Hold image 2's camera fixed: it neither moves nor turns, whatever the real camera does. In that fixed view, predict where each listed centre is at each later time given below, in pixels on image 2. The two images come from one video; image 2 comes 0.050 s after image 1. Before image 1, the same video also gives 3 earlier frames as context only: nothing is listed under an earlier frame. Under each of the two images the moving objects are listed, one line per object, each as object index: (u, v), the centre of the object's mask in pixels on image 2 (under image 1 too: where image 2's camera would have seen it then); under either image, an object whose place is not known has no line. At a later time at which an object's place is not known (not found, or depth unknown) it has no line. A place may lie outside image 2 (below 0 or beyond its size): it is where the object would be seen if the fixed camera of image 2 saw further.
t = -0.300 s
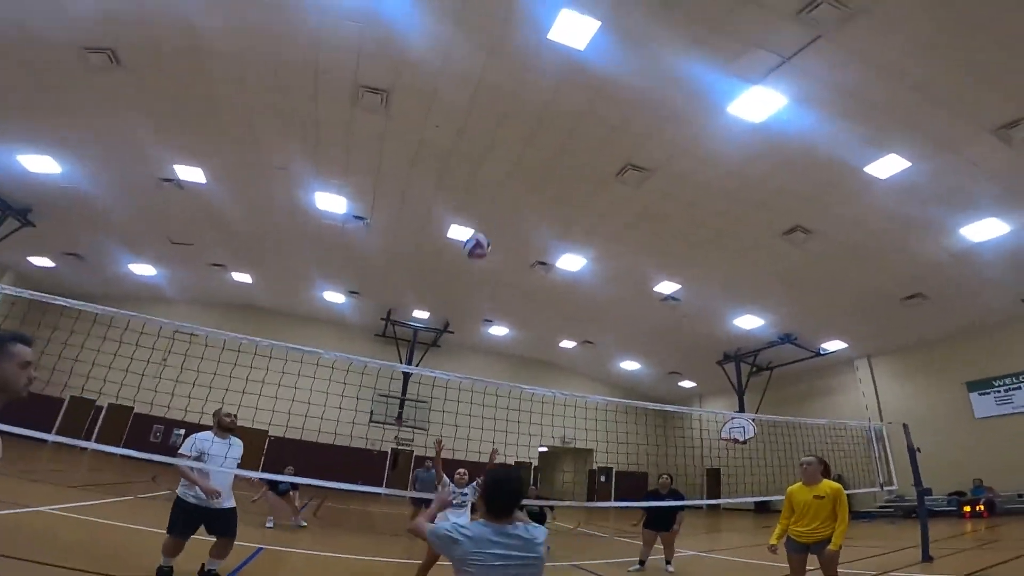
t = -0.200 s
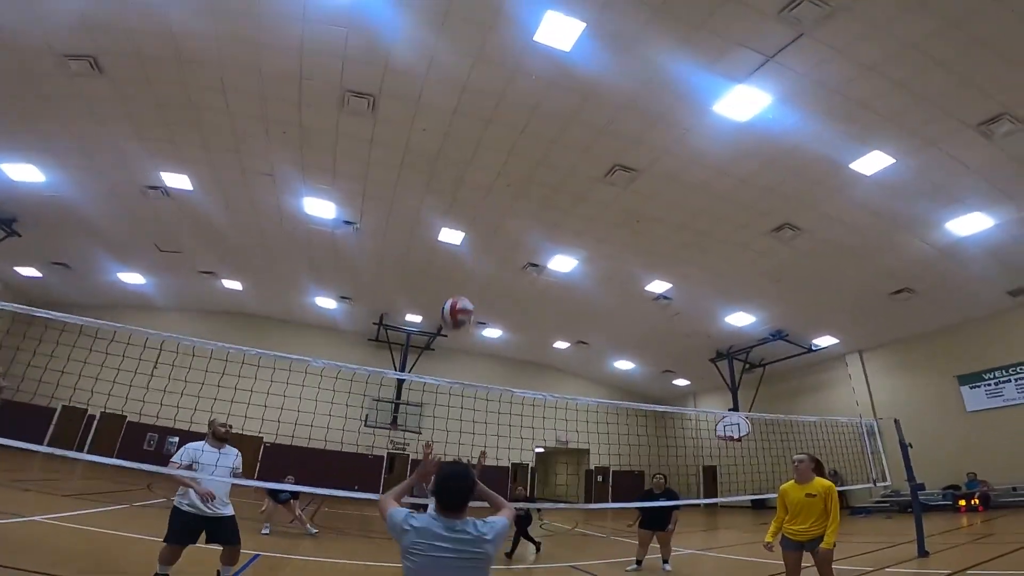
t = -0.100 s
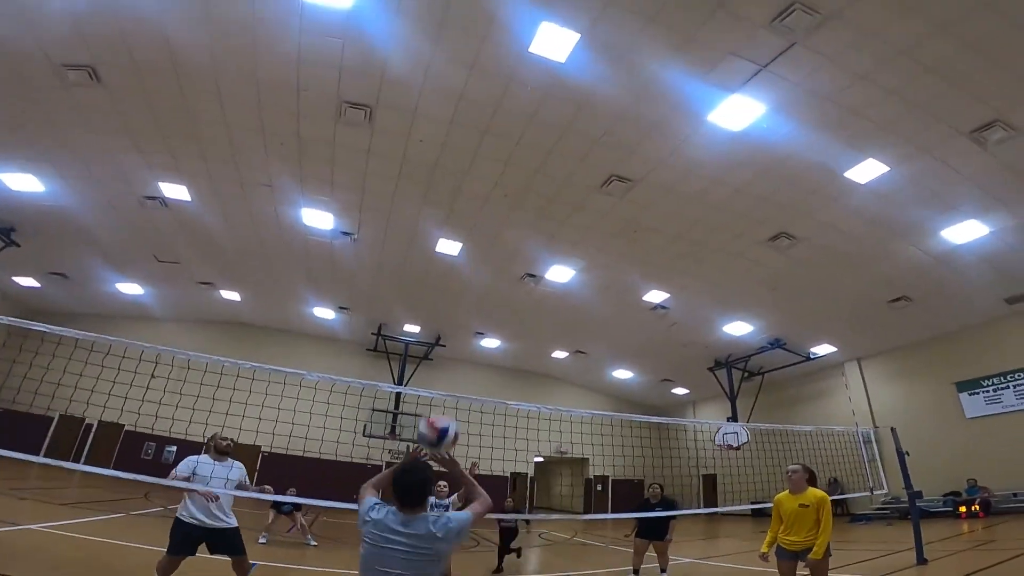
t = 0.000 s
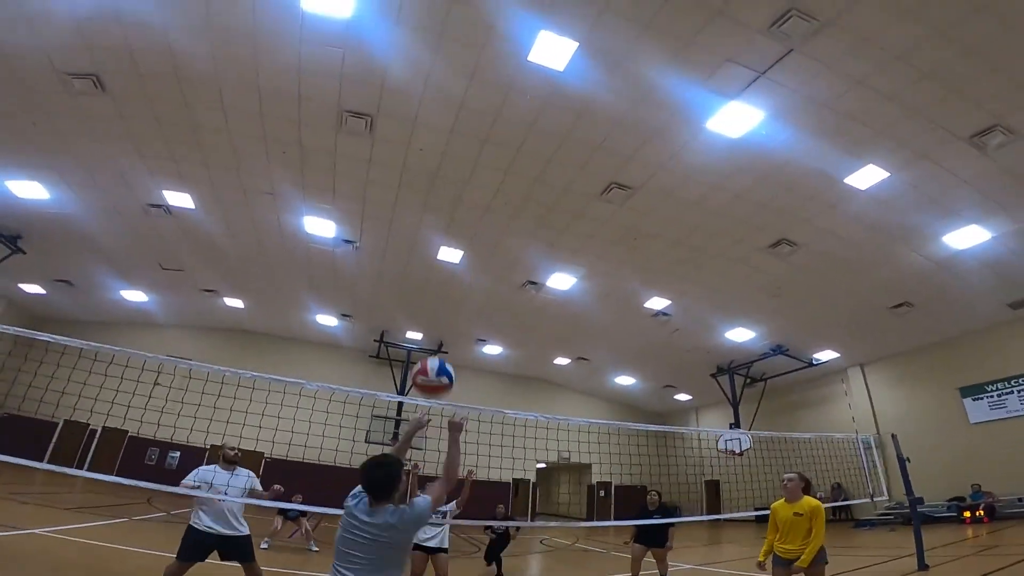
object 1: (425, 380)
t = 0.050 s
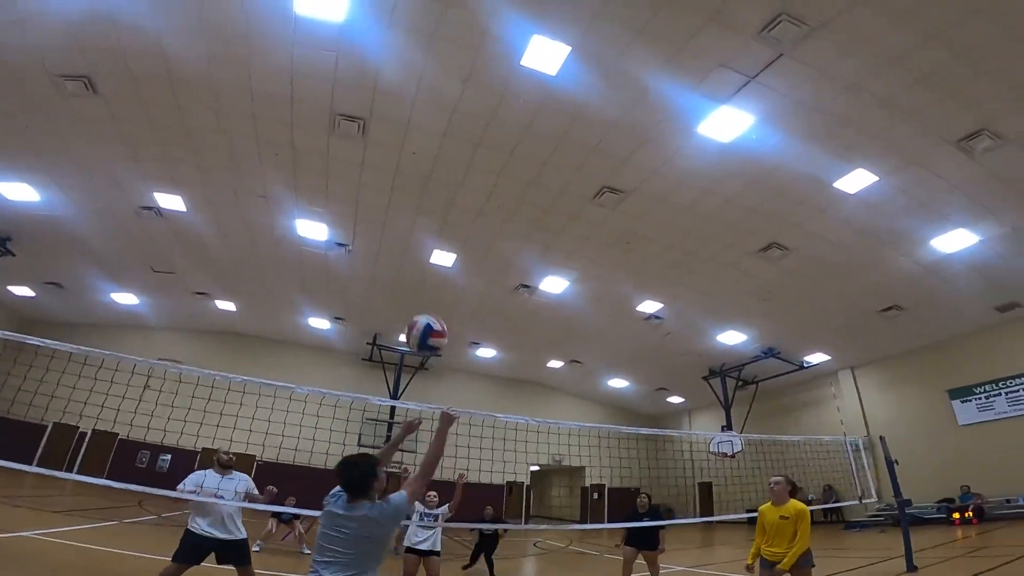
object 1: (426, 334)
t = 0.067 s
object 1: (426, 320)
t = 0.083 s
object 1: (427, 308)
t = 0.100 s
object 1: (427, 294)
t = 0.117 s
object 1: (427, 283)
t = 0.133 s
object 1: (428, 272)
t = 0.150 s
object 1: (428, 261)
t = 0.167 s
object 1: (429, 251)
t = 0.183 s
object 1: (430, 242)
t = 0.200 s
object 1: (430, 234)
